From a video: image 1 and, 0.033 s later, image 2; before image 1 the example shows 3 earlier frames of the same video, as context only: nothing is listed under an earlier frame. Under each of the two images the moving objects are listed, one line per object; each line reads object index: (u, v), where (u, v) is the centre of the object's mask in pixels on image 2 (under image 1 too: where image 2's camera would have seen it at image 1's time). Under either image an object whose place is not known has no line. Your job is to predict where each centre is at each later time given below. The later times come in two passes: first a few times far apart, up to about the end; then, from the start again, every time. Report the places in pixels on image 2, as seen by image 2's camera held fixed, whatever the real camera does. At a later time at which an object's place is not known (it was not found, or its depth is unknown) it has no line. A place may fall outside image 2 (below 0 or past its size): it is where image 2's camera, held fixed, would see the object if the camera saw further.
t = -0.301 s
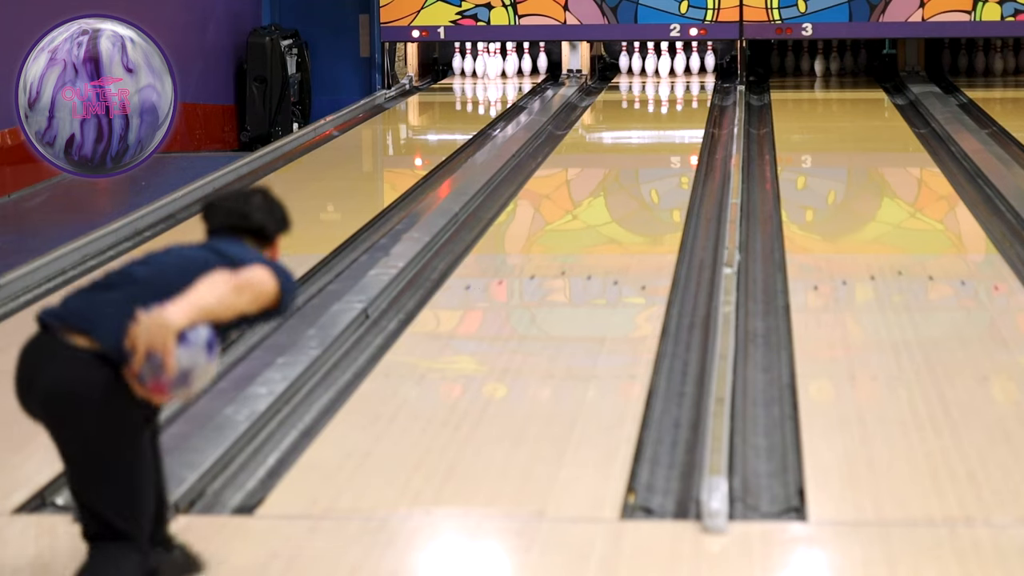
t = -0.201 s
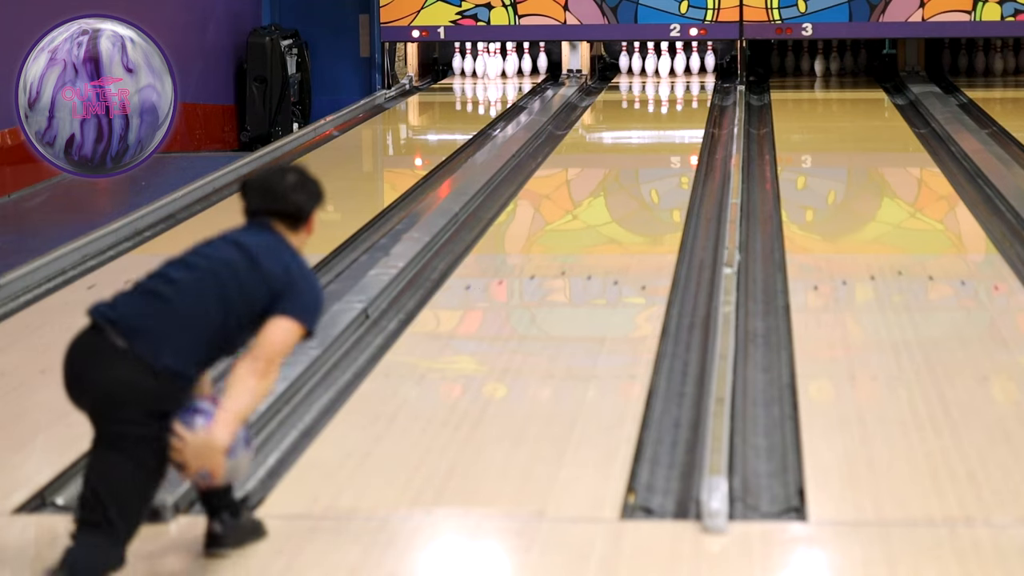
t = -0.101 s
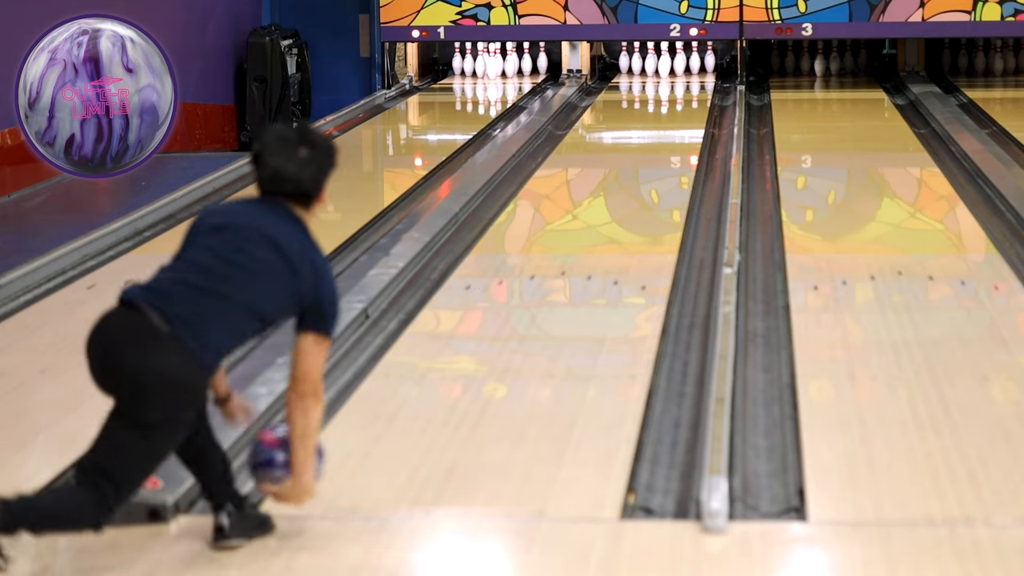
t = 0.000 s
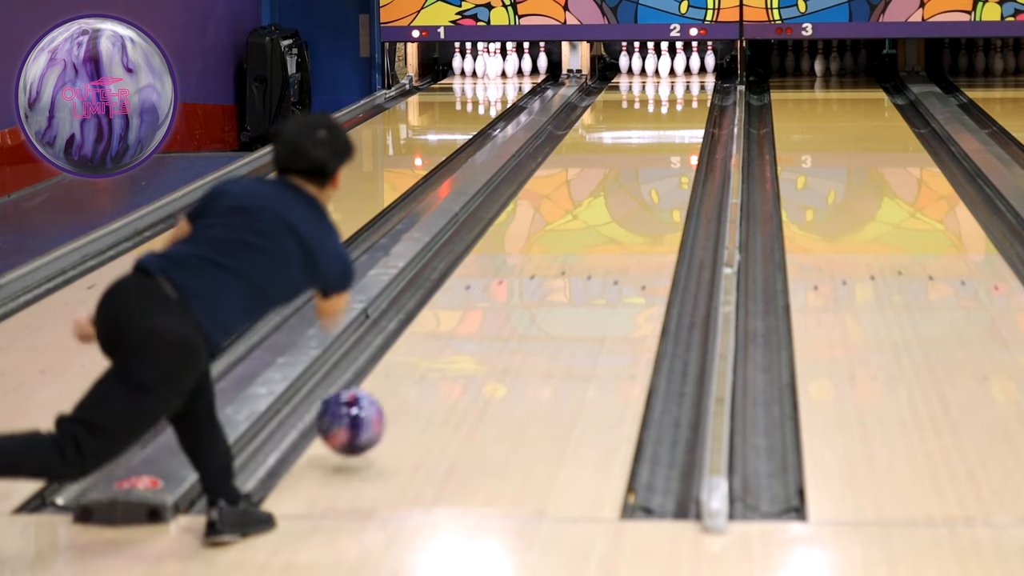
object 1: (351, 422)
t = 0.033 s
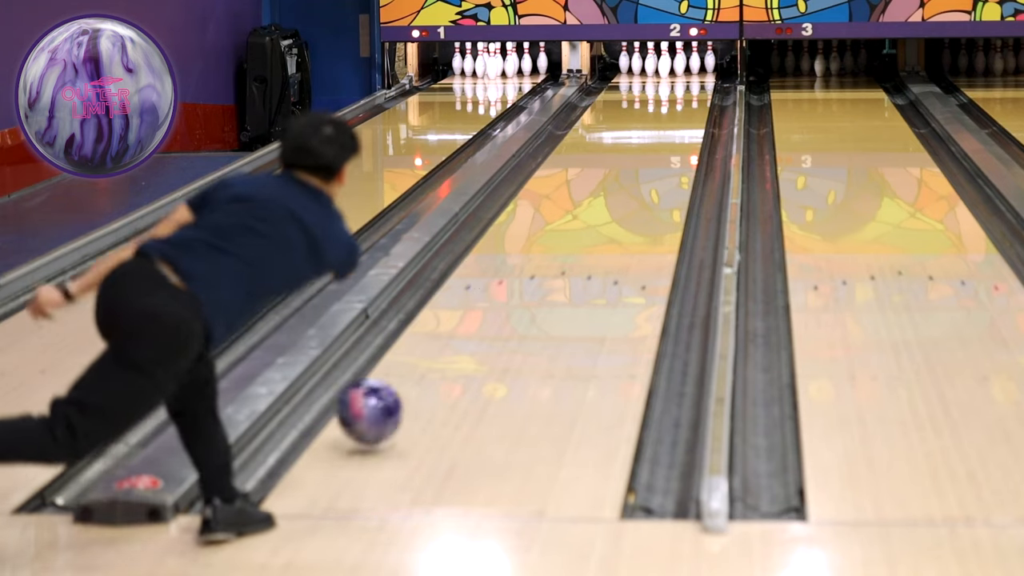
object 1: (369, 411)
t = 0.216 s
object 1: (453, 341)
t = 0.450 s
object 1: (528, 270)
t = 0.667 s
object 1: (577, 222)
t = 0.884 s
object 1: (613, 186)
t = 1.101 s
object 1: (641, 157)
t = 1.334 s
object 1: (664, 132)
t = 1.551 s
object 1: (678, 114)
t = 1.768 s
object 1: (687, 98)
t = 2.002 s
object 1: (687, 84)
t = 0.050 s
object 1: (378, 408)
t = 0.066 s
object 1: (387, 403)
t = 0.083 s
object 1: (396, 394)
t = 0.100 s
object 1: (403, 387)
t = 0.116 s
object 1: (412, 380)
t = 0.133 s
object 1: (419, 374)
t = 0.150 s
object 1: (426, 367)
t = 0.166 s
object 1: (433, 360)
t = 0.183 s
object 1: (440, 354)
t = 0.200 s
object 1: (447, 347)
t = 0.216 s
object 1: (453, 341)
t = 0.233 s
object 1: (460, 335)
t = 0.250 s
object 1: (466, 329)
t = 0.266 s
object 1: (472, 323)
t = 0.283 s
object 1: (478, 318)
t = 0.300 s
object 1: (483, 312)
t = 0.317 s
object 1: (489, 307)
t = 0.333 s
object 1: (494, 302)
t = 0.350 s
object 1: (499, 298)
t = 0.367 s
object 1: (504, 293)
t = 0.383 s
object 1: (509, 288)
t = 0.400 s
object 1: (514, 283)
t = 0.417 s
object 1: (518, 279)
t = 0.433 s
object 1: (523, 275)
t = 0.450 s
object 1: (528, 270)
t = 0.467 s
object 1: (532, 266)
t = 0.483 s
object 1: (536, 262)
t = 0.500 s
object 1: (540, 258)
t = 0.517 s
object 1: (544, 254)
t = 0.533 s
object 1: (548, 250)
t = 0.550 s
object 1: (552, 246)
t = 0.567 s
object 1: (556, 243)
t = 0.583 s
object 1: (560, 239)
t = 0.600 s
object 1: (563, 236)
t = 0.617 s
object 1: (567, 232)
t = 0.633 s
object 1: (570, 229)
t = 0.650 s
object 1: (574, 226)
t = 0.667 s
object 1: (577, 222)
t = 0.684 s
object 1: (580, 219)
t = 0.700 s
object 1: (583, 216)
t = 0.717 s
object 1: (586, 213)
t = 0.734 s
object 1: (589, 210)
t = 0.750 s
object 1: (592, 207)
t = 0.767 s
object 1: (595, 204)
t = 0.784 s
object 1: (598, 201)
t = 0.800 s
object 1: (601, 199)
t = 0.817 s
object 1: (603, 196)
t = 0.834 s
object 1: (605, 193)
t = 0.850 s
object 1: (608, 191)
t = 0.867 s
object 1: (611, 188)
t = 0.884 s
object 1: (613, 186)
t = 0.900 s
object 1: (616, 183)
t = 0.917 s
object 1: (618, 181)
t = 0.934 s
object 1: (620, 179)
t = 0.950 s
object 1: (622, 176)
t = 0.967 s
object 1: (624, 174)
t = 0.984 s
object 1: (627, 172)
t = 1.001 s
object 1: (629, 170)
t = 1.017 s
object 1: (631, 167)
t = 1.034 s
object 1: (633, 165)
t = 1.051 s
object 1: (635, 163)
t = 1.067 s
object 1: (637, 161)
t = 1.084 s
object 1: (639, 159)
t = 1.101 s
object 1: (641, 157)
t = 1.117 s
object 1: (643, 155)
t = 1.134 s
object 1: (644, 153)
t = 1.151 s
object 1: (646, 151)
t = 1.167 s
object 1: (648, 149)
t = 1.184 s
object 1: (650, 147)
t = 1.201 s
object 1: (651, 145)
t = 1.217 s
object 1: (653, 144)
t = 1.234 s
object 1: (655, 142)
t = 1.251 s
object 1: (656, 140)
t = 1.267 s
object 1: (658, 139)
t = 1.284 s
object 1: (659, 137)
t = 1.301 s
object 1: (661, 135)
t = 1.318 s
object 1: (662, 134)
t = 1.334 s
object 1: (664, 132)
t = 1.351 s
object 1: (665, 131)
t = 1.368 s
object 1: (666, 129)
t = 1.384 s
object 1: (667, 128)
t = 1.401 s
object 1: (669, 126)
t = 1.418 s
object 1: (670, 125)
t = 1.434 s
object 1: (671, 123)
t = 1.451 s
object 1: (672, 122)
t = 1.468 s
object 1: (673, 120)
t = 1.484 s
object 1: (674, 119)
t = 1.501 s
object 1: (675, 117)
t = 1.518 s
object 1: (676, 116)
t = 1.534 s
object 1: (677, 115)
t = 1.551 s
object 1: (678, 114)
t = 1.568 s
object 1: (679, 112)
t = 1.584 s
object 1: (680, 111)
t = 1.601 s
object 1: (681, 110)
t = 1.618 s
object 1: (681, 109)
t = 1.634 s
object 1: (682, 108)
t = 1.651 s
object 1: (683, 106)
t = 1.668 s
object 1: (683, 105)
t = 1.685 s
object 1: (684, 104)
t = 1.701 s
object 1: (685, 103)
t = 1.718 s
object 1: (685, 102)
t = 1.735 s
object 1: (686, 100)
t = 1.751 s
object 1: (687, 99)
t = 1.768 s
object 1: (687, 98)
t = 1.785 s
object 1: (687, 97)
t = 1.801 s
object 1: (688, 96)
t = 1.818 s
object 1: (688, 94)
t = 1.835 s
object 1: (688, 93)
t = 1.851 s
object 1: (688, 93)
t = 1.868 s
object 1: (688, 92)
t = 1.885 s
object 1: (688, 91)
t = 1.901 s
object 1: (688, 90)
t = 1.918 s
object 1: (688, 89)
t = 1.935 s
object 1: (688, 88)
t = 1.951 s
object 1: (688, 86)
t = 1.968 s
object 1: (688, 86)
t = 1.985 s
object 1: (688, 85)
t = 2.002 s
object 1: (687, 84)
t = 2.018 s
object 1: (687, 83)
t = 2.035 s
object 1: (686, 82)
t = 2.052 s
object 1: (685, 81)
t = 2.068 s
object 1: (684, 81)
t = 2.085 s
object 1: (684, 80)
